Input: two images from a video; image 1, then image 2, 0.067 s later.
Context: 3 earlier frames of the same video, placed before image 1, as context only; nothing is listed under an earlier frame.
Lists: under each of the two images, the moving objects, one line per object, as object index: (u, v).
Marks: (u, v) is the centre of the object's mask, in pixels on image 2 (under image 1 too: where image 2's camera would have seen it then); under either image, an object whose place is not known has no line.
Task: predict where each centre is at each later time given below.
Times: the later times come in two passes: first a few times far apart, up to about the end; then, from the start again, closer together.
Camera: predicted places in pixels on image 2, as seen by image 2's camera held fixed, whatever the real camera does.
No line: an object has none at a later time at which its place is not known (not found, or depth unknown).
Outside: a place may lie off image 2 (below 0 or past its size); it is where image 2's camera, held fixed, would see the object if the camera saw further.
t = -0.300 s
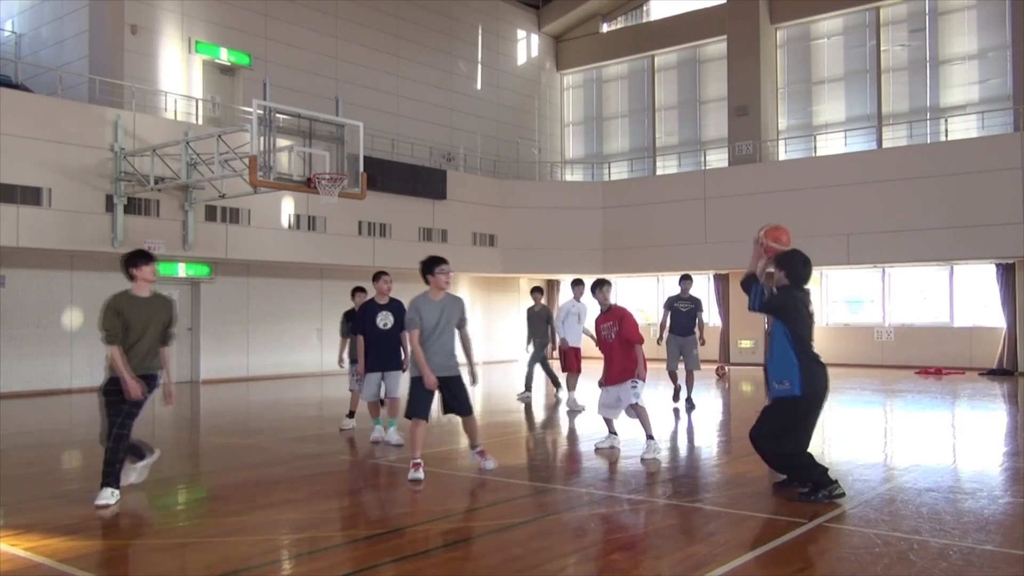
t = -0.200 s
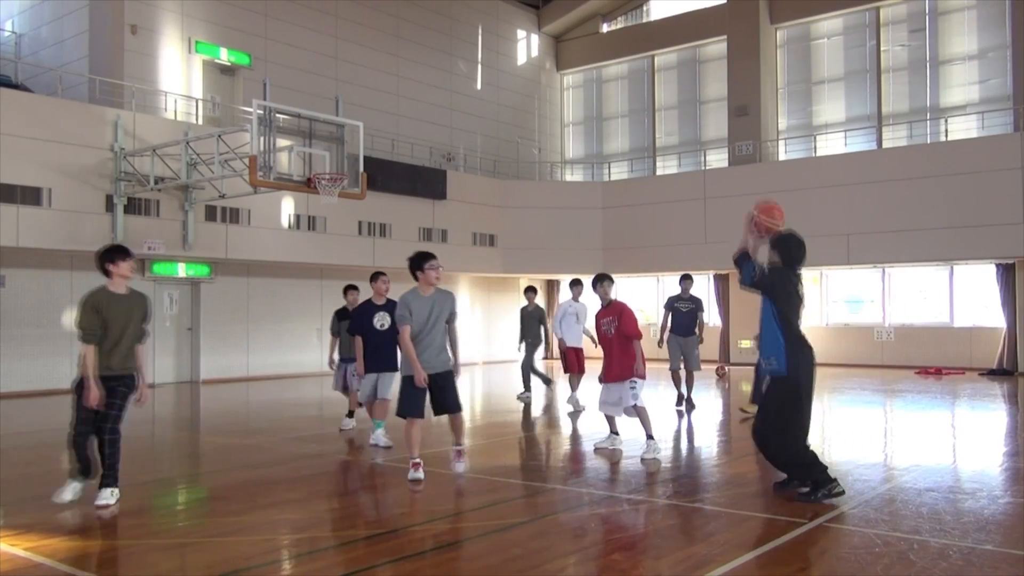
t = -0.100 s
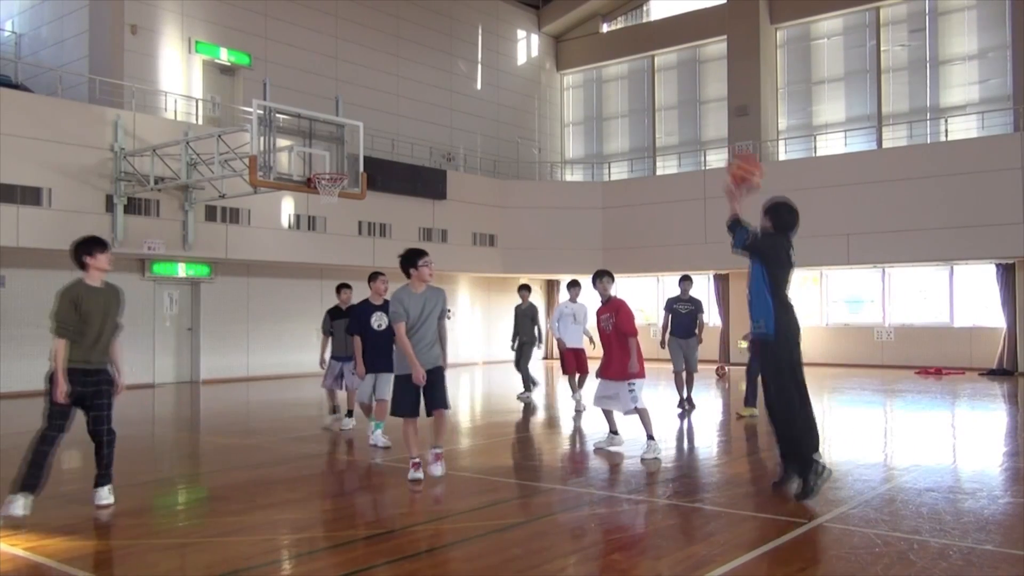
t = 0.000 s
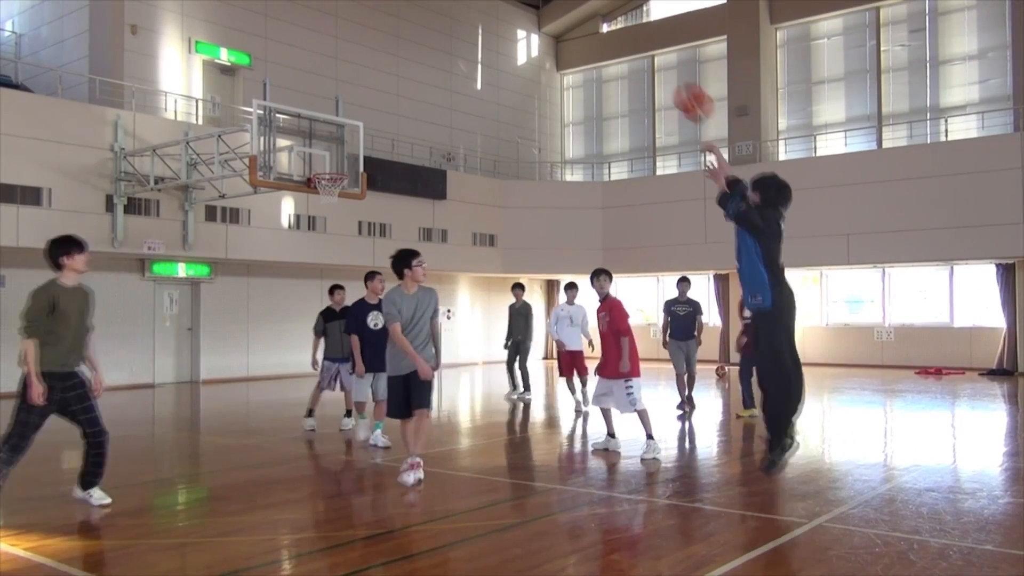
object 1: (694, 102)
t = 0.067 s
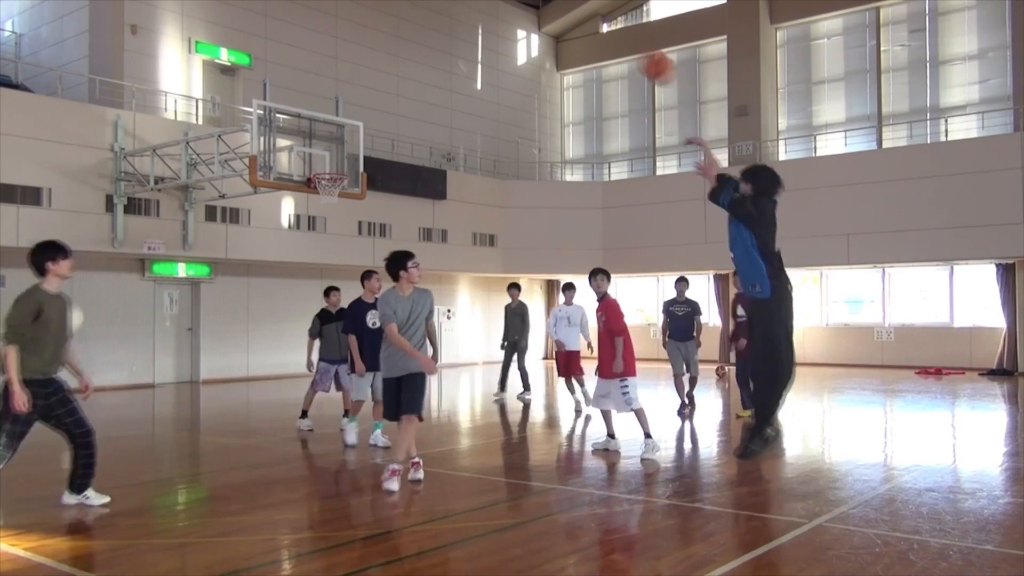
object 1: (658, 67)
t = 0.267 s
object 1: (565, 8)
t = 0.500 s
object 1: (481, 4)
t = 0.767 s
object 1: (409, 47)
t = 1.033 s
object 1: (352, 140)
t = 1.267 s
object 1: (348, 203)
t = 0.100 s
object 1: (639, 53)
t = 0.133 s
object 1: (624, 39)
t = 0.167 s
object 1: (608, 29)
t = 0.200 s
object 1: (593, 19)
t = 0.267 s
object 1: (565, 8)
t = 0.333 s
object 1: (540, 4)
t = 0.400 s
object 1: (516, 3)
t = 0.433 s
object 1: (502, 3)
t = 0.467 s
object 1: (491, 3)
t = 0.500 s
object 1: (481, 4)
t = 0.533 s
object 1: (472, 6)
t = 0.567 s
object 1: (462, 8)
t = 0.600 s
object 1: (453, 11)
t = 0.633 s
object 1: (443, 17)
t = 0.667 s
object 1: (434, 23)
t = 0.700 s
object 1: (425, 31)
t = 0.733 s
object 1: (417, 38)
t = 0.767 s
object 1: (409, 47)
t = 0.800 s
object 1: (402, 57)
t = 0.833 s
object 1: (394, 67)
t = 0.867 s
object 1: (387, 78)
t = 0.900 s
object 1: (379, 90)
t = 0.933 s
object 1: (372, 102)
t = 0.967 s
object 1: (365, 114)
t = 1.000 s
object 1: (358, 128)
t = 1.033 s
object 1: (352, 140)
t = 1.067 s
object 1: (345, 155)
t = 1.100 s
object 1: (340, 169)
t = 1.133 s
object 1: (339, 176)
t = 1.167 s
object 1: (341, 181)
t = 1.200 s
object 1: (343, 187)
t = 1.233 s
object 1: (345, 197)
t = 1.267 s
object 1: (348, 203)
